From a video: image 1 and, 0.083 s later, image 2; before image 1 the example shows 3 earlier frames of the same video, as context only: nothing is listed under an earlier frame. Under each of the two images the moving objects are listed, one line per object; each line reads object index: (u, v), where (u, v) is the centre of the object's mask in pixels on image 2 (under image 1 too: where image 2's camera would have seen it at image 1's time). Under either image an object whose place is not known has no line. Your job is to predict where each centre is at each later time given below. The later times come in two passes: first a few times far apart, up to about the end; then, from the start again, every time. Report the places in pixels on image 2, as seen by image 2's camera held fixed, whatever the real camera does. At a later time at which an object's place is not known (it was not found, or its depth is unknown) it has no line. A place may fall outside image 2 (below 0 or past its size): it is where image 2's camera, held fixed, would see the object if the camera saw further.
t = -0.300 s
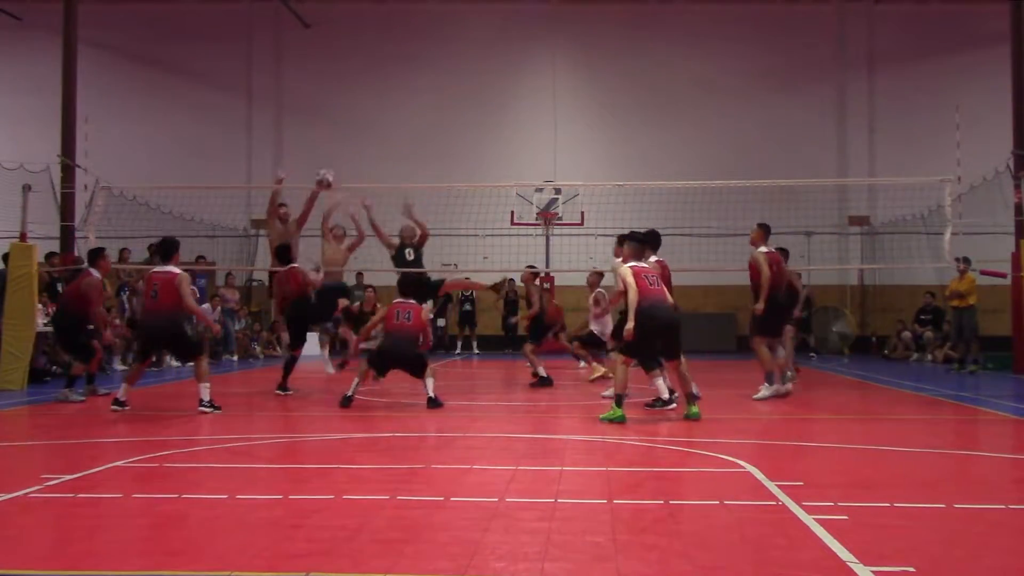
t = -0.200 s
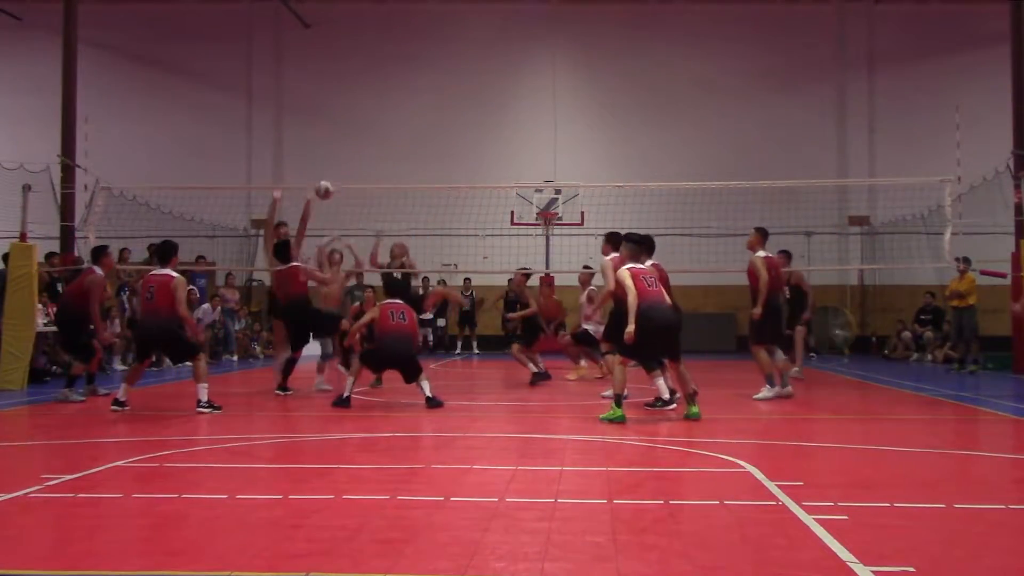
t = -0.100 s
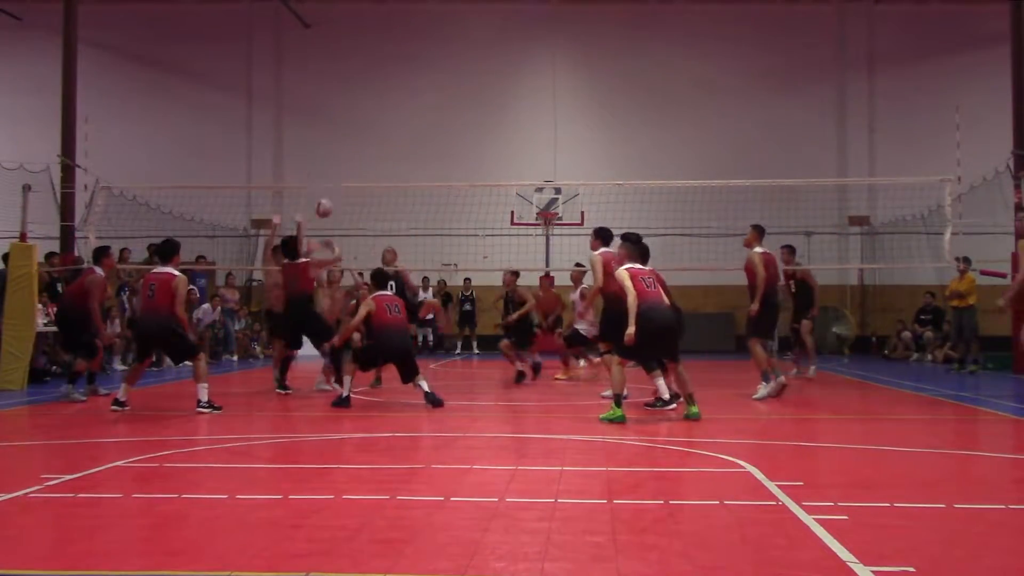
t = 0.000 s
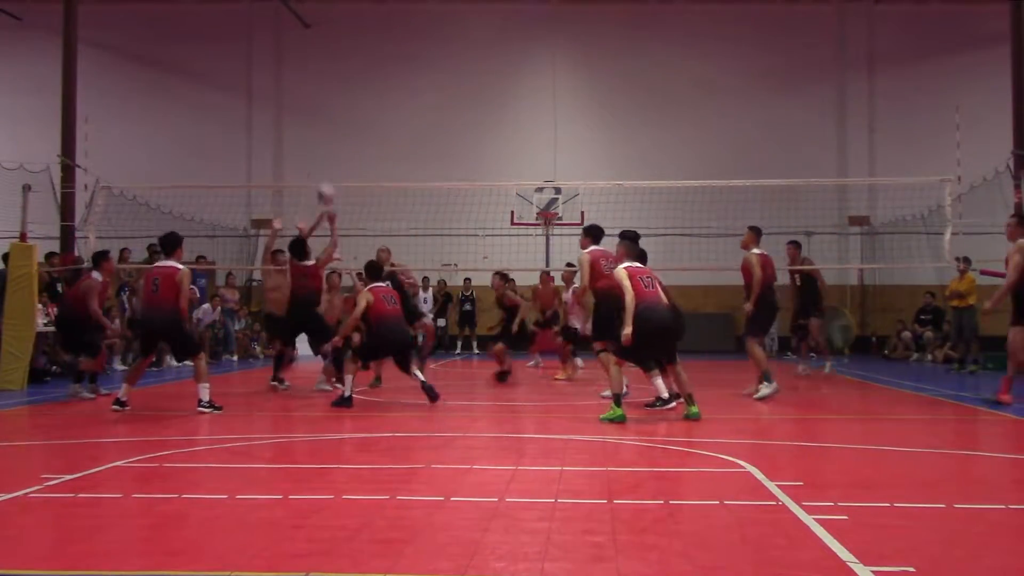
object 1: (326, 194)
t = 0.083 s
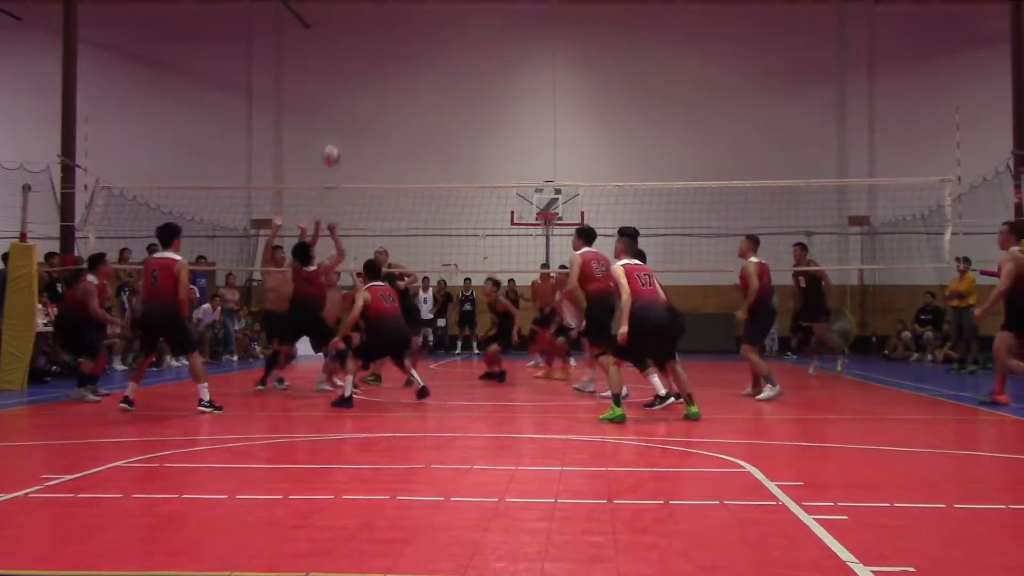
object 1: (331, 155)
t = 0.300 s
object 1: (341, 83)
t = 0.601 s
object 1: (358, 48)
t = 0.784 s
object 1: (367, 66)
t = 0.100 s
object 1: (331, 148)
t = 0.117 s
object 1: (332, 142)
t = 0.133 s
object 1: (332, 135)
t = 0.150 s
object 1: (333, 129)
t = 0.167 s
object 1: (332, 121)
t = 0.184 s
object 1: (333, 115)
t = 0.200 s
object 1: (335, 111)
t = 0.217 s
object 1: (337, 106)
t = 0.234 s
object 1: (339, 101)
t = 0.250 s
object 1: (339, 96)
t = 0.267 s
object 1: (339, 92)
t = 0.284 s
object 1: (341, 87)
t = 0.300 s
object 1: (341, 83)
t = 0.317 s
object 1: (342, 78)
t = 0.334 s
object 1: (342, 75)
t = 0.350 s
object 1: (343, 71)
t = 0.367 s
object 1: (344, 68)
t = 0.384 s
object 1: (346, 65)
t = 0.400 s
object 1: (347, 63)
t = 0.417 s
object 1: (348, 60)
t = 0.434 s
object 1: (349, 58)
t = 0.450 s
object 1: (350, 56)
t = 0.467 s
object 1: (351, 54)
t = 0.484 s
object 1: (351, 53)
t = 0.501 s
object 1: (352, 51)
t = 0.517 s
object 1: (352, 50)
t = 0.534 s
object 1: (353, 50)
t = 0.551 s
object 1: (354, 49)
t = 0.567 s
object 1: (356, 48)
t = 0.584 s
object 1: (357, 48)
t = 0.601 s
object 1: (358, 48)
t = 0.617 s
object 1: (358, 50)
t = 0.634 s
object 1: (359, 50)
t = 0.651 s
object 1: (359, 51)
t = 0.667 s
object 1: (360, 51)
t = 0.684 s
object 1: (361, 52)
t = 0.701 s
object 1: (362, 55)
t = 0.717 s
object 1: (363, 57)
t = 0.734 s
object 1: (363, 58)
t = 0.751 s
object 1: (365, 60)
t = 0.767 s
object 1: (366, 64)
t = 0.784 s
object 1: (367, 66)
